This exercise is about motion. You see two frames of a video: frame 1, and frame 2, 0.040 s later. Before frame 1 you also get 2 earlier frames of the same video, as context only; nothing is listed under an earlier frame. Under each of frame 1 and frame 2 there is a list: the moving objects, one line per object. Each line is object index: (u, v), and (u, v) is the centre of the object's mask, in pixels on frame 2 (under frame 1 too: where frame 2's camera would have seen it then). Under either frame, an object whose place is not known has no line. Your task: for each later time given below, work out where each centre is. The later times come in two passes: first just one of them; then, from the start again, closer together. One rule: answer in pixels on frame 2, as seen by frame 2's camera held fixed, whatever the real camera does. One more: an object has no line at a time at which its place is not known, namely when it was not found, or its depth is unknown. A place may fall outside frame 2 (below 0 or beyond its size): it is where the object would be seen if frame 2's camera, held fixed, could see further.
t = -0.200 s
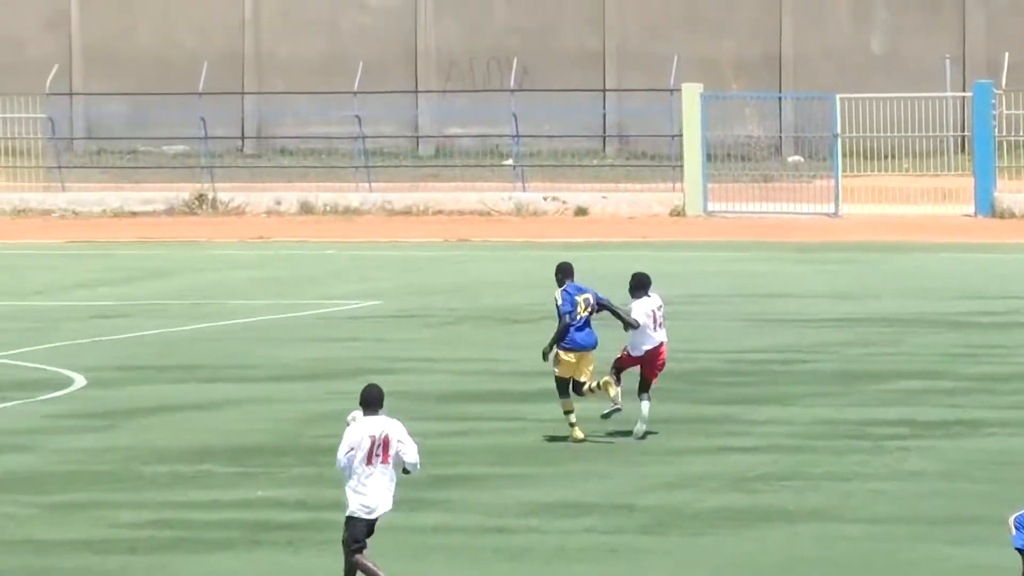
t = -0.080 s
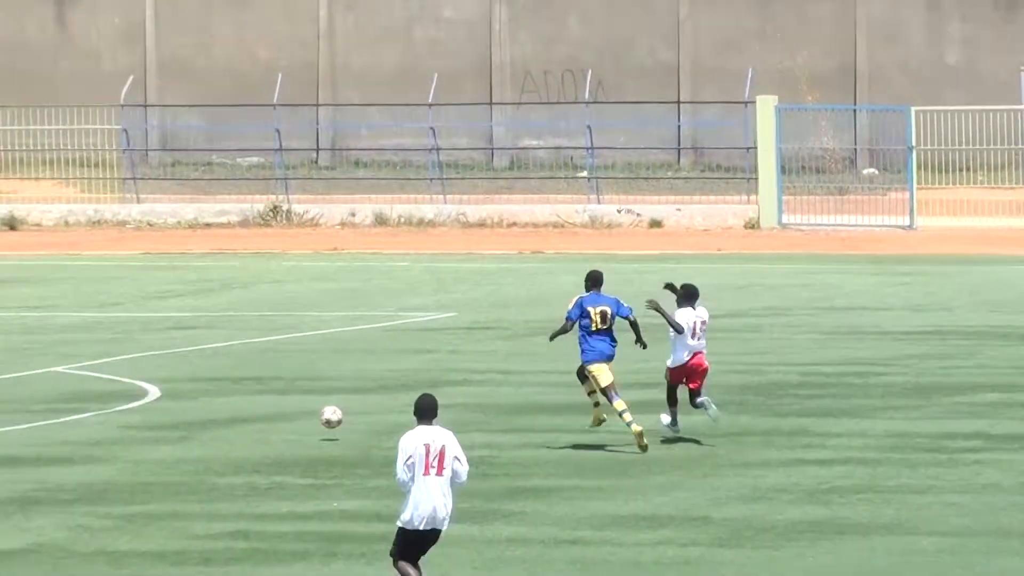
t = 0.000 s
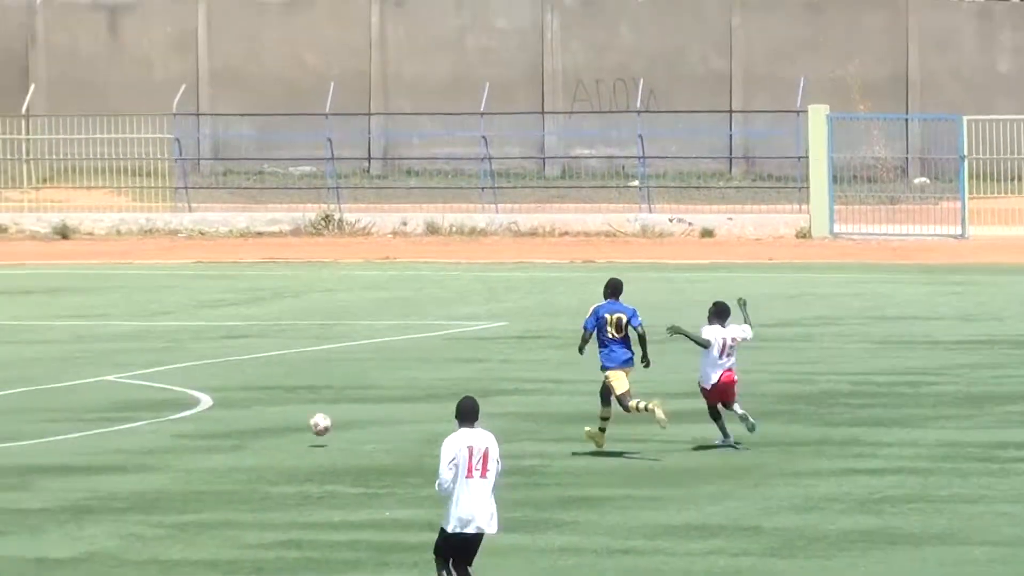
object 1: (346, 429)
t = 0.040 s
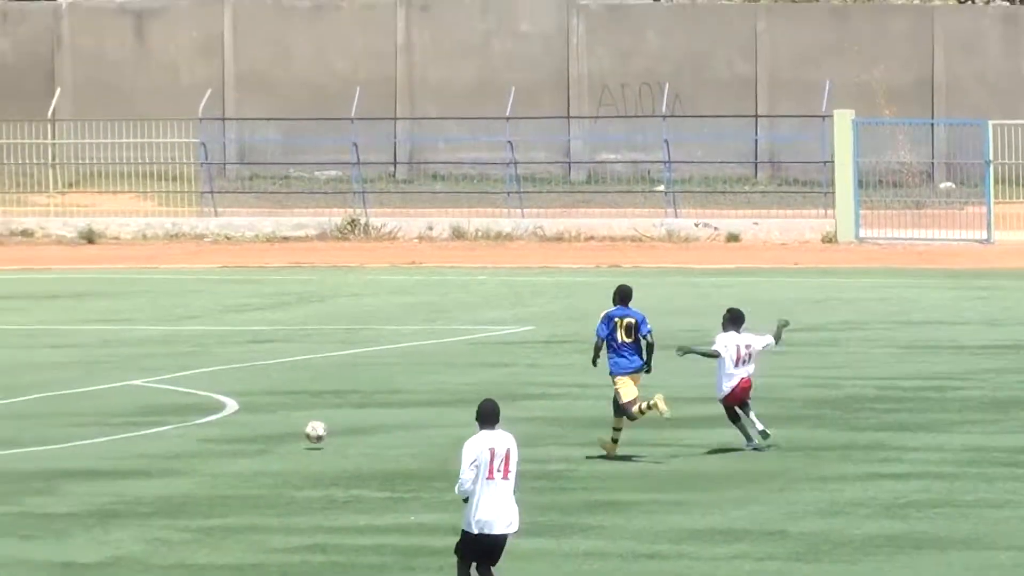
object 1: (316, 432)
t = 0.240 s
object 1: (167, 418)
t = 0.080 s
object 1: (285, 437)
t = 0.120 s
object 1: (256, 431)
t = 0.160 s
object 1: (225, 425)
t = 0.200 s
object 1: (196, 420)
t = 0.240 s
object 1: (167, 418)
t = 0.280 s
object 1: (137, 417)
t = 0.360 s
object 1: (81, 421)
